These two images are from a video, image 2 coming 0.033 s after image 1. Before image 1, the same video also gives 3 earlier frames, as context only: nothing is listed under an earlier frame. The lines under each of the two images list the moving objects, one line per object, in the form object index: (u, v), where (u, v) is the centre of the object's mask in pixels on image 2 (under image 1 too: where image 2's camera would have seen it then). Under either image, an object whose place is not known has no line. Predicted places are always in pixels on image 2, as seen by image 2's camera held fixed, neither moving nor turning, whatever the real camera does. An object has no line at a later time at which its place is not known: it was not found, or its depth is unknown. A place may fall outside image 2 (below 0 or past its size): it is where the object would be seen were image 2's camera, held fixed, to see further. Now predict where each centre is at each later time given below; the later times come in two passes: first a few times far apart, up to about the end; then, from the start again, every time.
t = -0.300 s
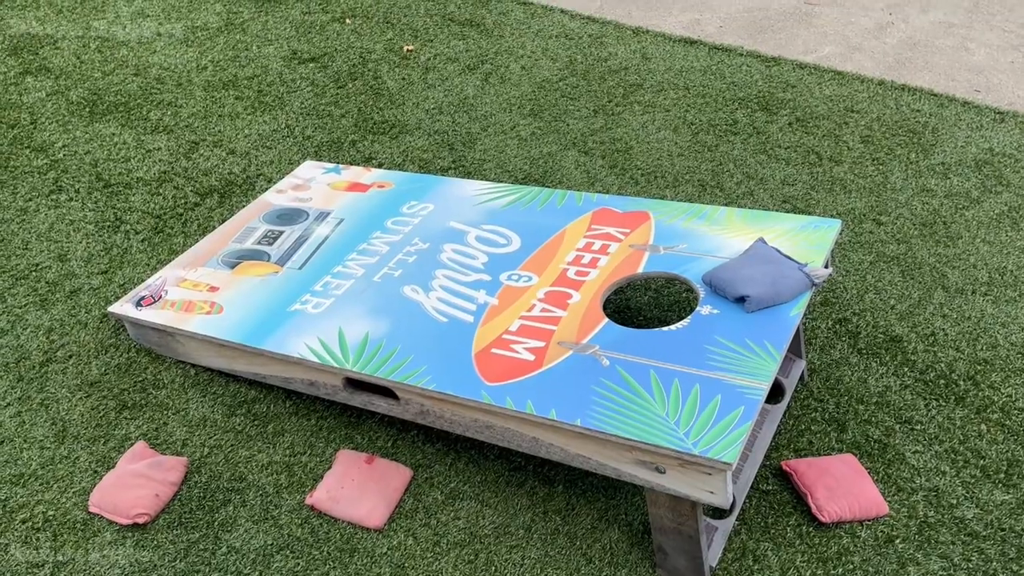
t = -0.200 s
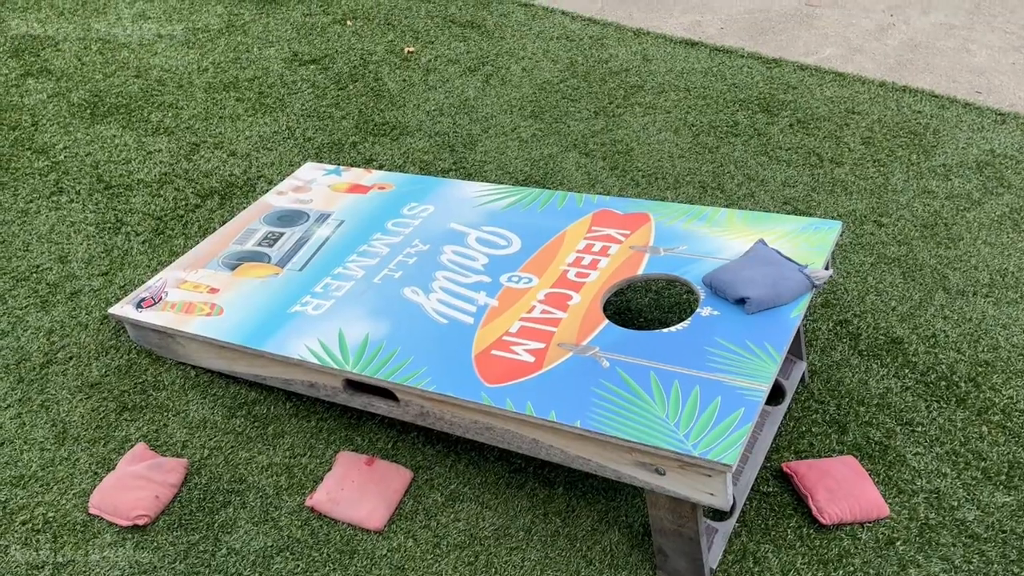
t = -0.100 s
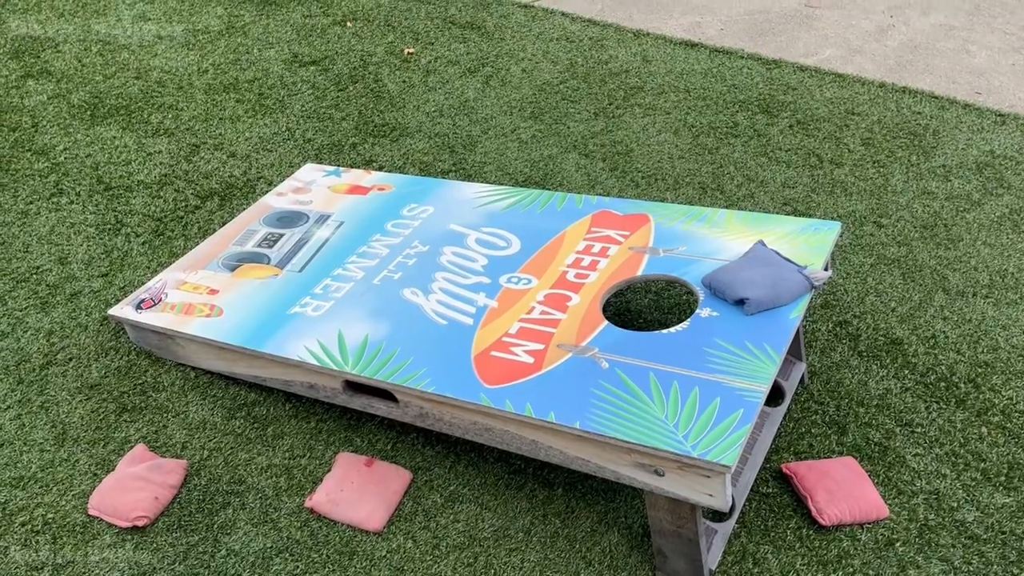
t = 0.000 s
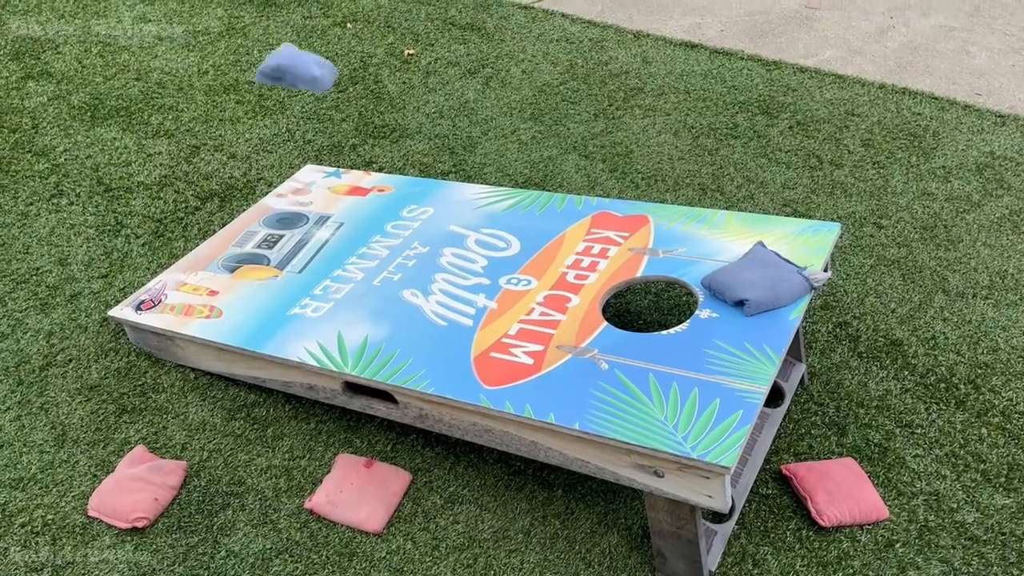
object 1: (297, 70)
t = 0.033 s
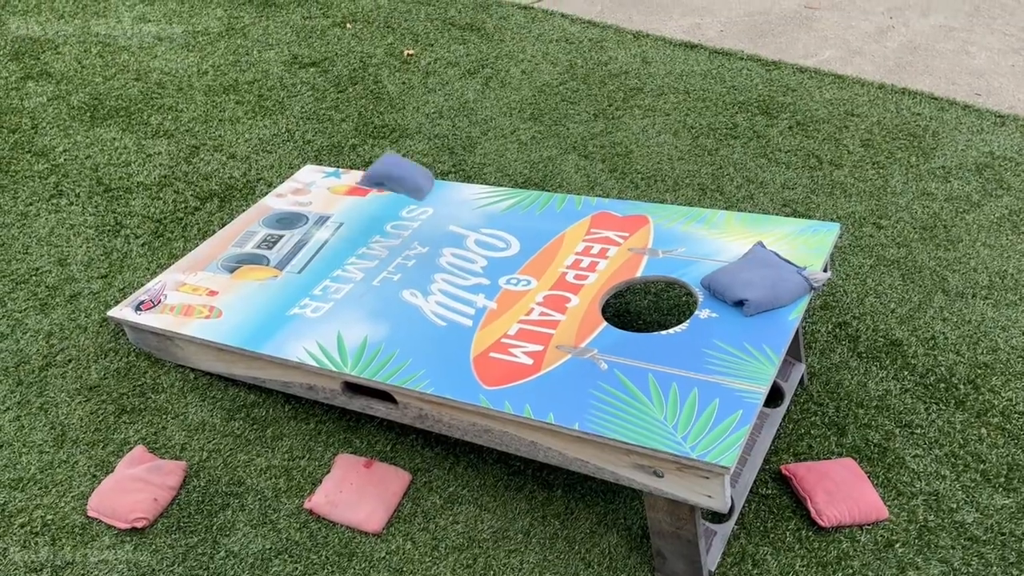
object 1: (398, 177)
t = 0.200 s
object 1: (549, 246)
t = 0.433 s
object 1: (571, 245)
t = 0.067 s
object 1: (474, 250)
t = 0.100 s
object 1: (493, 244)
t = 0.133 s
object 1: (515, 245)
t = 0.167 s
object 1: (534, 246)
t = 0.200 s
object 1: (549, 246)
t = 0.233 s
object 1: (560, 245)
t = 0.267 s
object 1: (567, 245)
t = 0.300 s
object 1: (571, 244)
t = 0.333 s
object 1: (572, 244)
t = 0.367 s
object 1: (571, 245)
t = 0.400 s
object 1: (571, 245)
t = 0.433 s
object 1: (571, 245)
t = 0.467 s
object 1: (571, 245)
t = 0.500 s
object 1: (571, 245)
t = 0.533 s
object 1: (571, 245)
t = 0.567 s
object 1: (571, 245)
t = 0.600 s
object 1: (571, 245)
